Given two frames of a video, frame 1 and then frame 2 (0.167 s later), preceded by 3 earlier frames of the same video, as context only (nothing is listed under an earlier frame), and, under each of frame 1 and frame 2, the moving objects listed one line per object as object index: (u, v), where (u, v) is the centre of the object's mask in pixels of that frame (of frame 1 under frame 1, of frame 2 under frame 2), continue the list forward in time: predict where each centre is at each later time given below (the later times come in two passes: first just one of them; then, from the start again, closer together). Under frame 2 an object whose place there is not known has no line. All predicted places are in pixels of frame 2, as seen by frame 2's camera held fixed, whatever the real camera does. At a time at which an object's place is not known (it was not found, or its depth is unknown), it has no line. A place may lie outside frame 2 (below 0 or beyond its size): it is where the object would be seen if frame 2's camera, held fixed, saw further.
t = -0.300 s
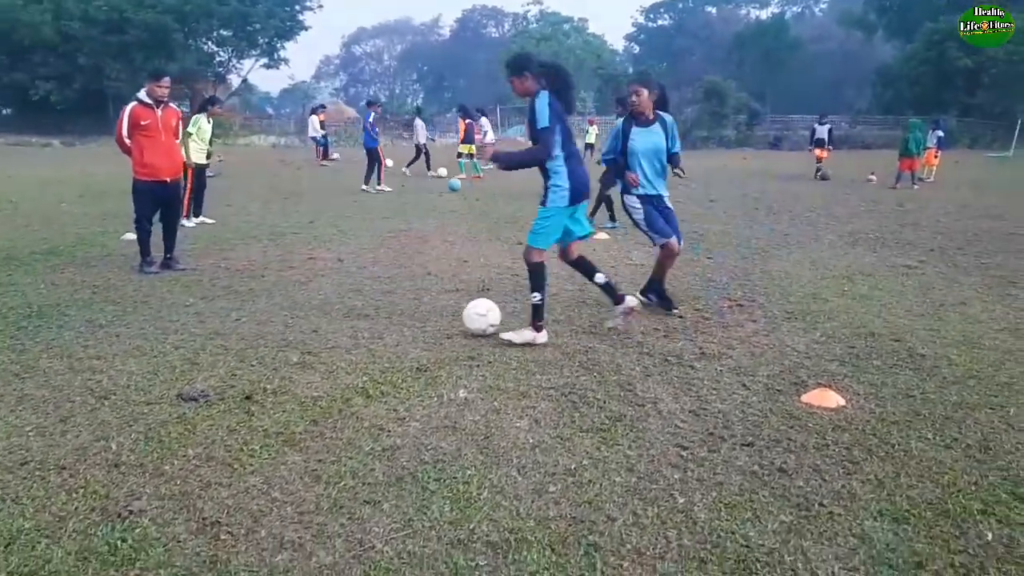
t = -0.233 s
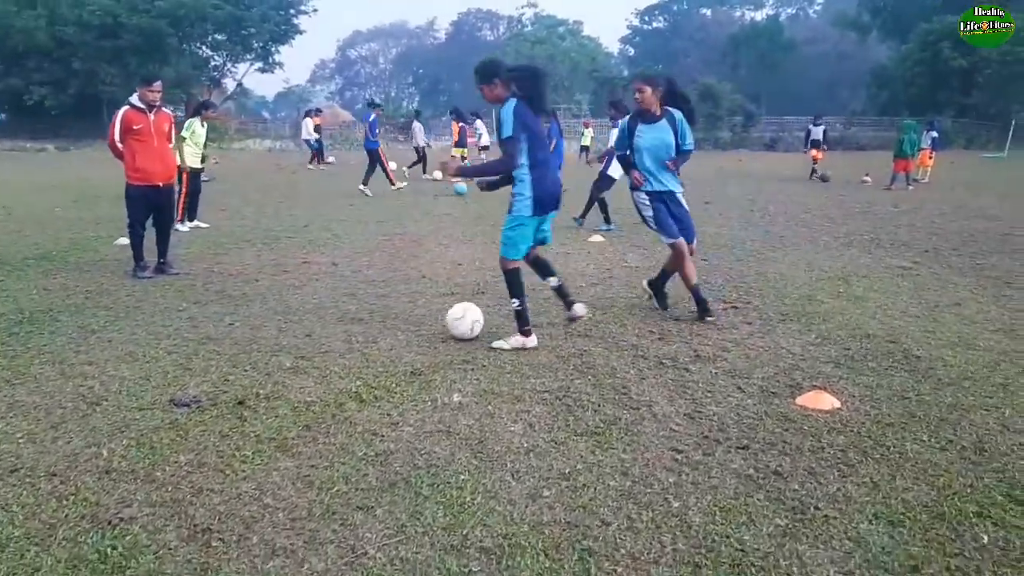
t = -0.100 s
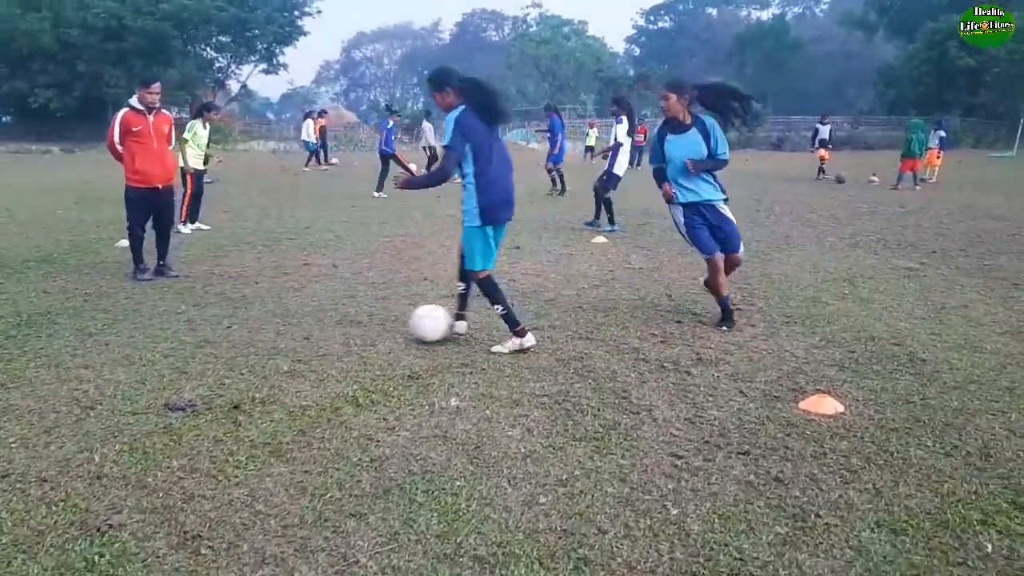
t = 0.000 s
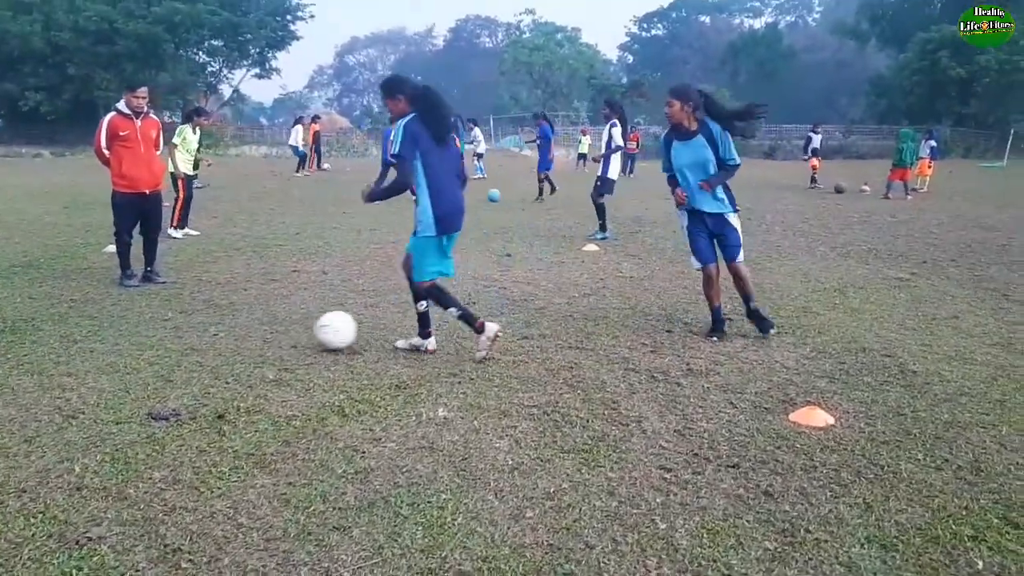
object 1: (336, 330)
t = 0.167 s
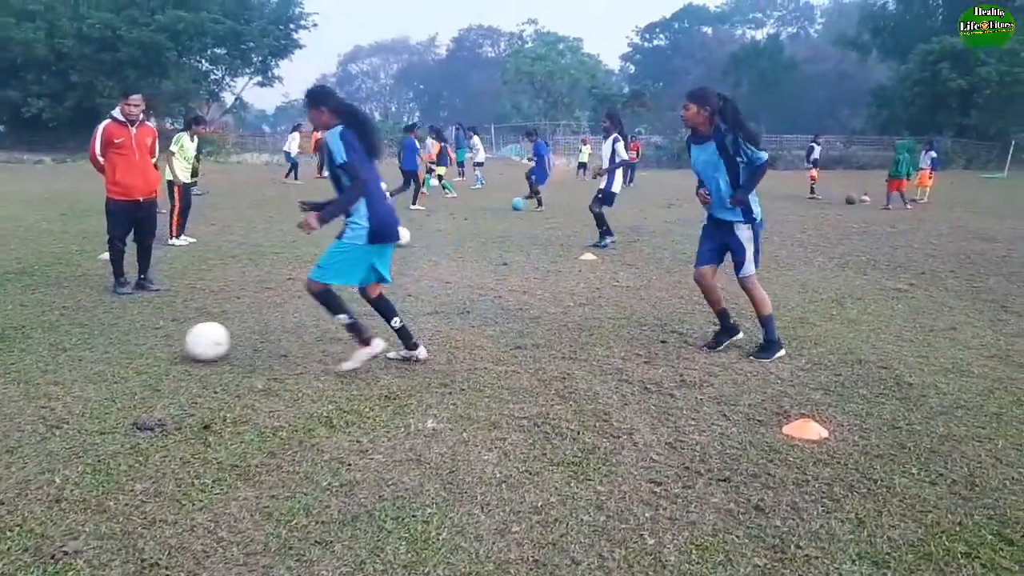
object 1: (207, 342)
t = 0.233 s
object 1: (170, 339)
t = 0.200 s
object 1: (188, 341)
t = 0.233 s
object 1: (170, 339)
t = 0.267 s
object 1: (152, 338)
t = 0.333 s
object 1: (117, 340)
